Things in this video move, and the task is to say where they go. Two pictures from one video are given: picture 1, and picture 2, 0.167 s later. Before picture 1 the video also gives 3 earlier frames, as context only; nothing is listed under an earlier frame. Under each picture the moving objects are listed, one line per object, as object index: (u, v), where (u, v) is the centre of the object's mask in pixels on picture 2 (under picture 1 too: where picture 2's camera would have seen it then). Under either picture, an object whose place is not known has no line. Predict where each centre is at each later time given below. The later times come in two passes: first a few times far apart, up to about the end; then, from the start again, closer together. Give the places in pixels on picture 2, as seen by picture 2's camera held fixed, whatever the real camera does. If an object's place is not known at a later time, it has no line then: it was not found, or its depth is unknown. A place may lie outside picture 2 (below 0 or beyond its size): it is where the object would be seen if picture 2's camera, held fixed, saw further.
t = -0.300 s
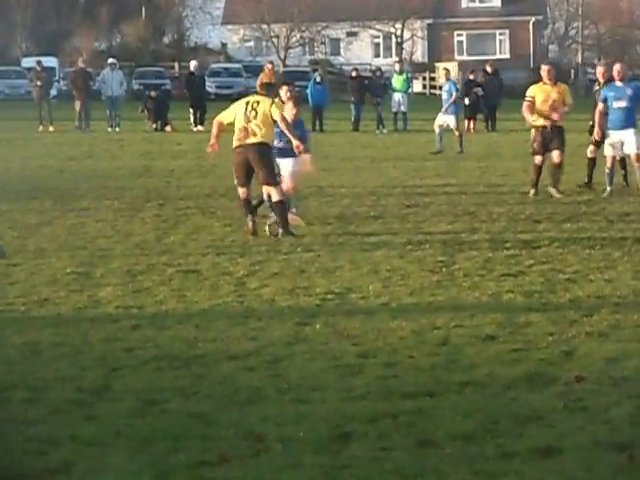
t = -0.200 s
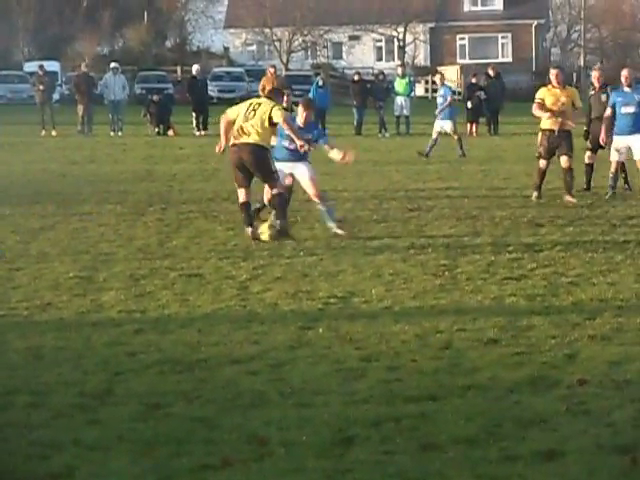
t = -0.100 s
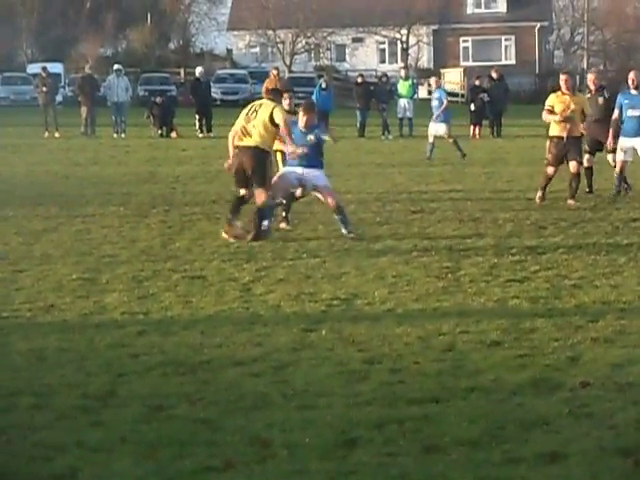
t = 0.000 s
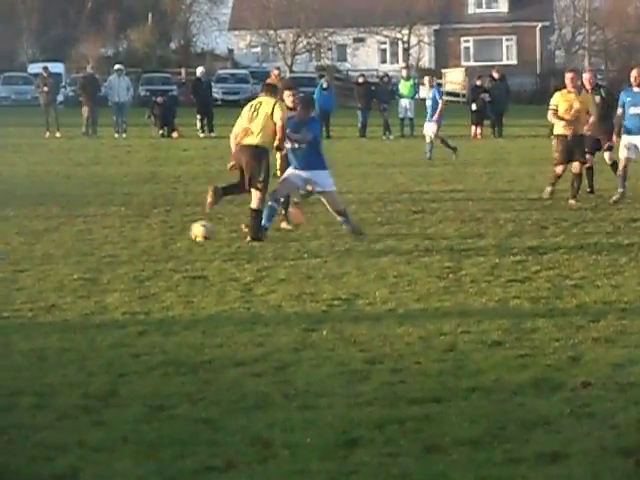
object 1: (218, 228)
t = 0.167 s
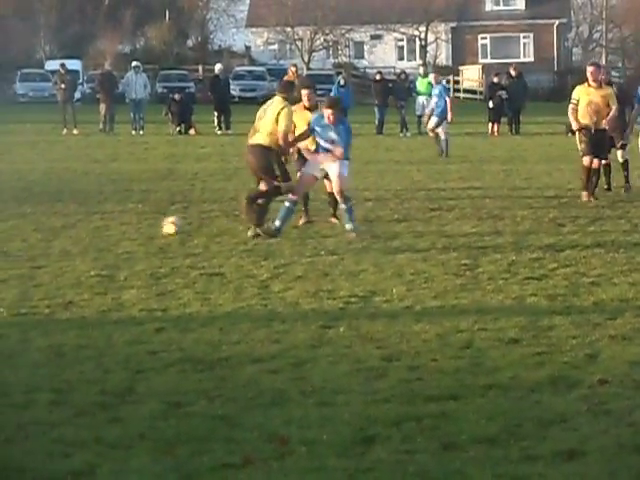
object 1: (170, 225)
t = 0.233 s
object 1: (157, 226)
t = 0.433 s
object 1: (107, 224)
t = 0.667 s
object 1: (55, 223)
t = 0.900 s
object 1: (8, 222)
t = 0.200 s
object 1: (164, 226)
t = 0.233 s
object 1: (157, 226)
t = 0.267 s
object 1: (148, 225)
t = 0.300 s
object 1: (140, 225)
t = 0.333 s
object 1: (132, 225)
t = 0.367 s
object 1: (125, 223)
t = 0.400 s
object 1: (115, 224)
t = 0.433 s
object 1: (107, 224)
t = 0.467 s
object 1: (101, 224)
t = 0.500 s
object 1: (94, 223)
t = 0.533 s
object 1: (83, 223)
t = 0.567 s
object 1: (74, 223)
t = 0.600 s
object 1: (69, 222)
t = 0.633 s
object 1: (63, 222)
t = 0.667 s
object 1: (55, 223)
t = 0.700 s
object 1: (49, 223)
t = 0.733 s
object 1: (41, 223)
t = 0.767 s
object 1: (35, 222)
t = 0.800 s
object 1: (27, 222)
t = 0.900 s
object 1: (8, 222)
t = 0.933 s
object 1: (2, 222)
